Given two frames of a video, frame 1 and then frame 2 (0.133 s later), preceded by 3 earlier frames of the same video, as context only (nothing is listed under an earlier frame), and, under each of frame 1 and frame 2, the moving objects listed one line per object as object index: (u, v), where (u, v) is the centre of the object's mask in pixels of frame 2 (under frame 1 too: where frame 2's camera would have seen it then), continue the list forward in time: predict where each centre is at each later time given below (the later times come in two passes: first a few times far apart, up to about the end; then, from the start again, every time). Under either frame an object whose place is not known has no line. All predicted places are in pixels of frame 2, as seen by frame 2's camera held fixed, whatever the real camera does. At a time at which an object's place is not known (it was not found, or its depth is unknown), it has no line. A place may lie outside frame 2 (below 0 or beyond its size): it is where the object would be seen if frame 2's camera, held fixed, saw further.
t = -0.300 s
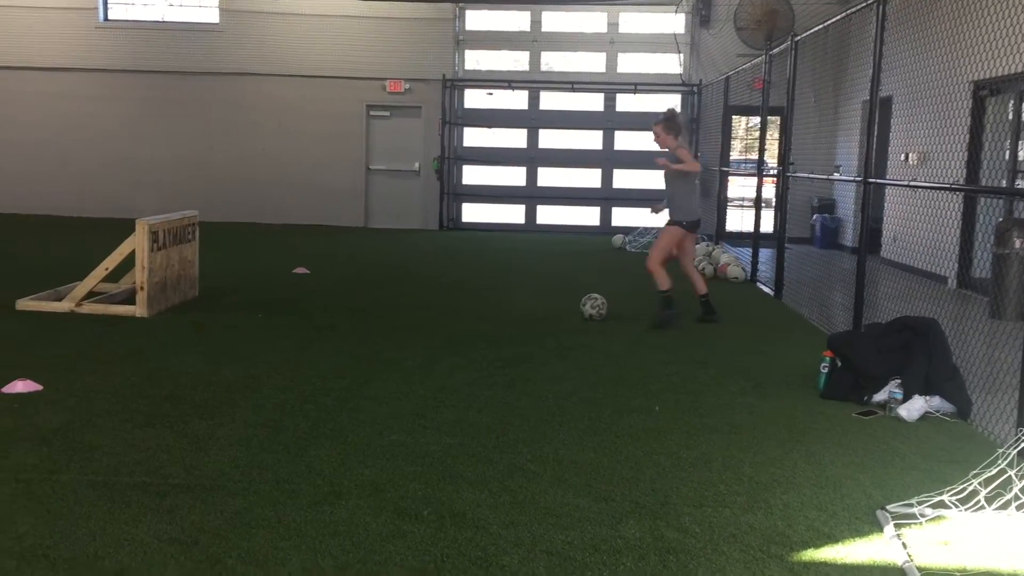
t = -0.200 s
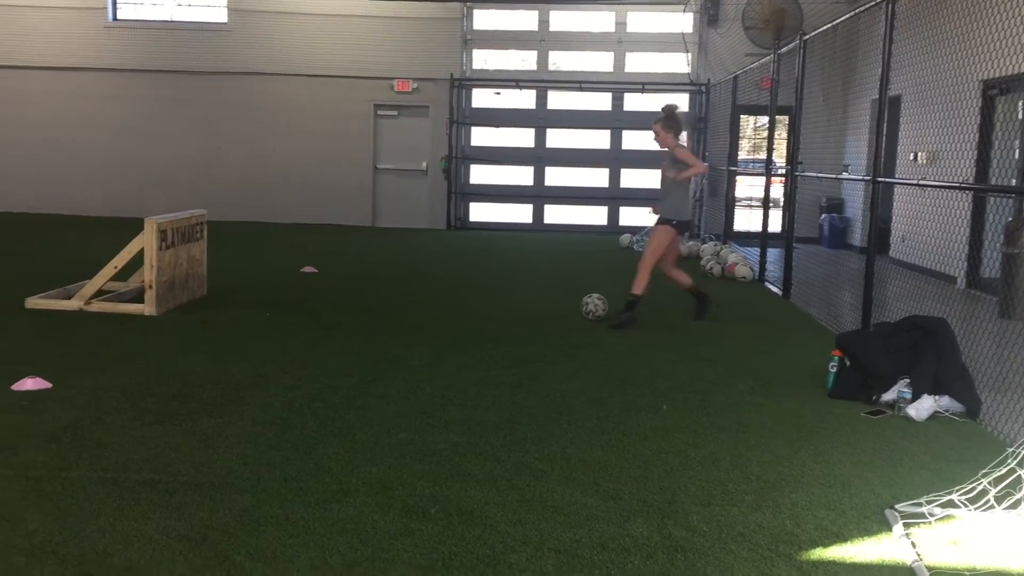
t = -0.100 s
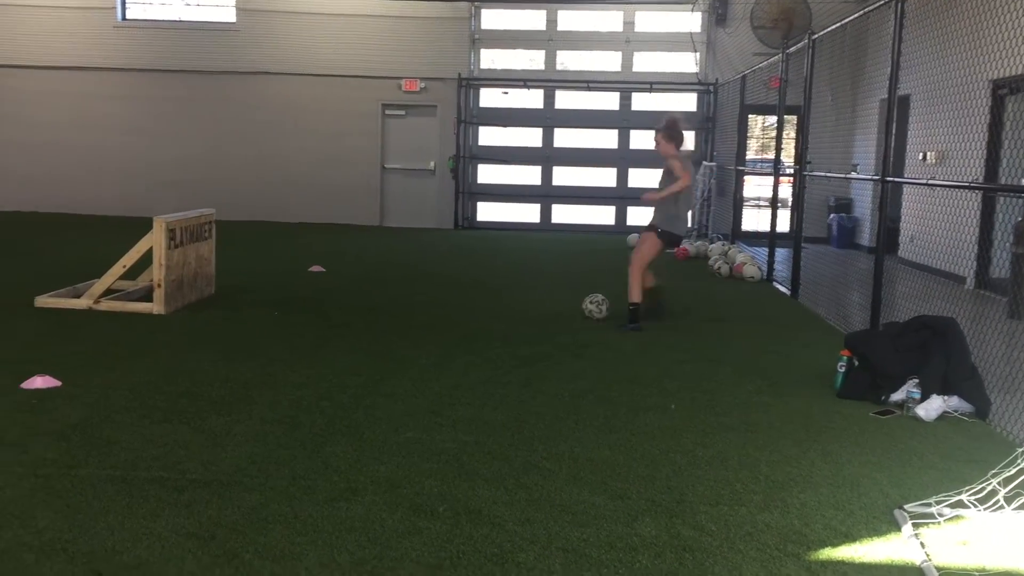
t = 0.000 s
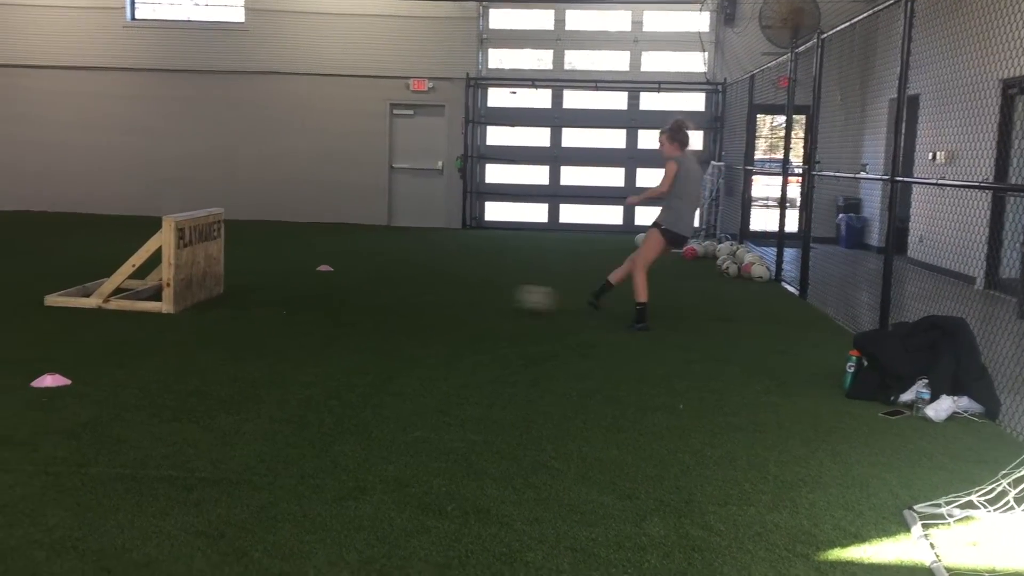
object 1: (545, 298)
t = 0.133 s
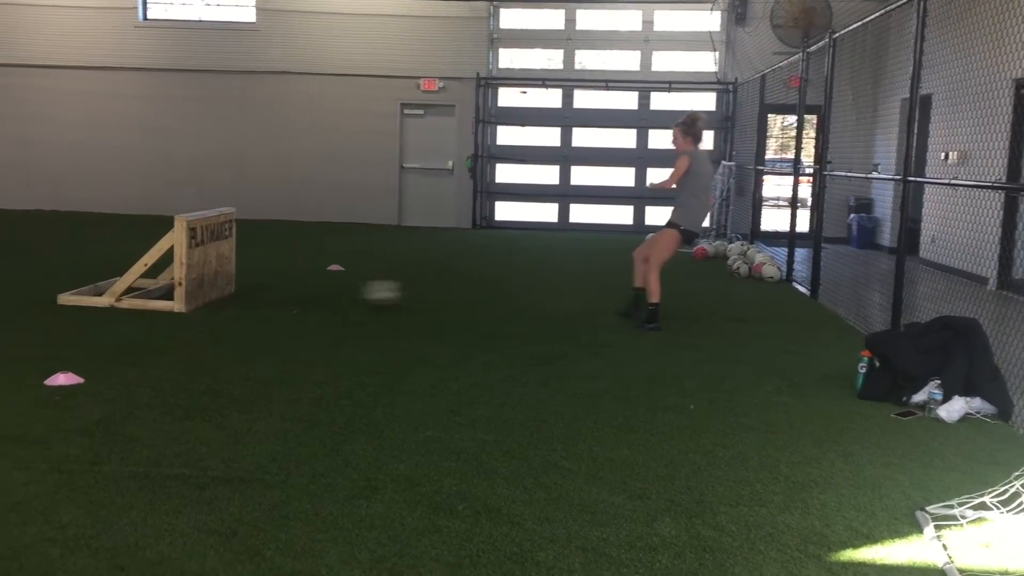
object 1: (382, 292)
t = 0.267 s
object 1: (238, 287)
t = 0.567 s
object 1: (411, 293)
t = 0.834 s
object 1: (535, 297)
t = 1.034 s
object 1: (600, 298)
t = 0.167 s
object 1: (341, 293)
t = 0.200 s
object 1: (304, 293)
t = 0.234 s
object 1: (270, 290)
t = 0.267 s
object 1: (238, 287)
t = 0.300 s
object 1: (235, 286)
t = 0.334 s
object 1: (257, 282)
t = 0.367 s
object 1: (280, 281)
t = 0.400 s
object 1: (303, 283)
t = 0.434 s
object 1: (327, 286)
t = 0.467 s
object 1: (350, 290)
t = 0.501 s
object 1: (373, 294)
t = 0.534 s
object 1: (393, 295)
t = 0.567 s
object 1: (411, 293)
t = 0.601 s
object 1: (429, 292)
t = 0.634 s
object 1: (446, 293)
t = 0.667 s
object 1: (463, 295)
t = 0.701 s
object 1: (479, 297)
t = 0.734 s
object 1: (496, 299)
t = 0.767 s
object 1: (510, 298)
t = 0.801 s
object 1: (522, 297)
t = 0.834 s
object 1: (535, 297)
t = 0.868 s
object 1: (547, 299)
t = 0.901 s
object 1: (560, 300)
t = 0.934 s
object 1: (570, 299)
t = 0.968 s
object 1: (580, 299)
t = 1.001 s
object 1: (590, 298)
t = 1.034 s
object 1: (600, 298)
